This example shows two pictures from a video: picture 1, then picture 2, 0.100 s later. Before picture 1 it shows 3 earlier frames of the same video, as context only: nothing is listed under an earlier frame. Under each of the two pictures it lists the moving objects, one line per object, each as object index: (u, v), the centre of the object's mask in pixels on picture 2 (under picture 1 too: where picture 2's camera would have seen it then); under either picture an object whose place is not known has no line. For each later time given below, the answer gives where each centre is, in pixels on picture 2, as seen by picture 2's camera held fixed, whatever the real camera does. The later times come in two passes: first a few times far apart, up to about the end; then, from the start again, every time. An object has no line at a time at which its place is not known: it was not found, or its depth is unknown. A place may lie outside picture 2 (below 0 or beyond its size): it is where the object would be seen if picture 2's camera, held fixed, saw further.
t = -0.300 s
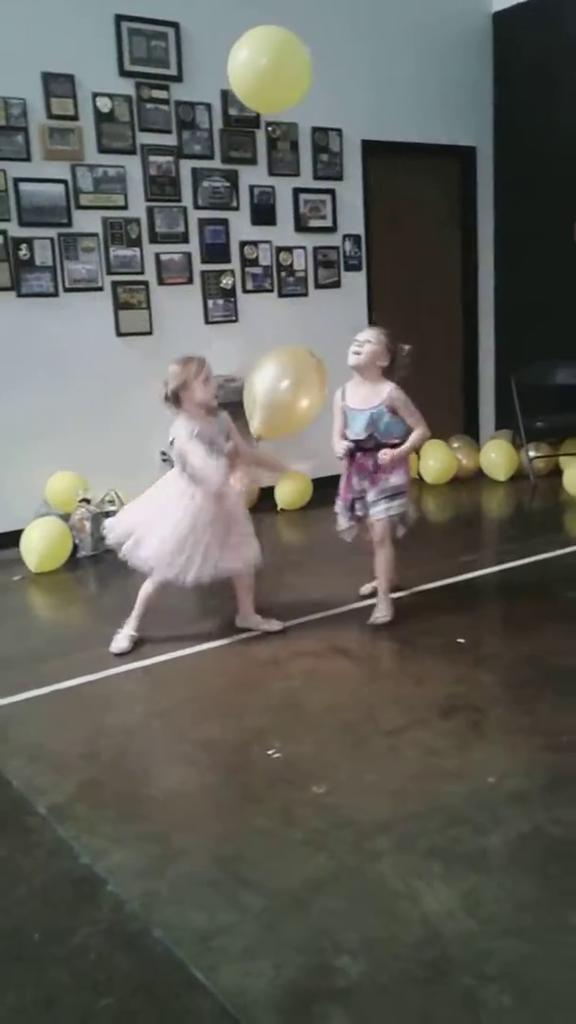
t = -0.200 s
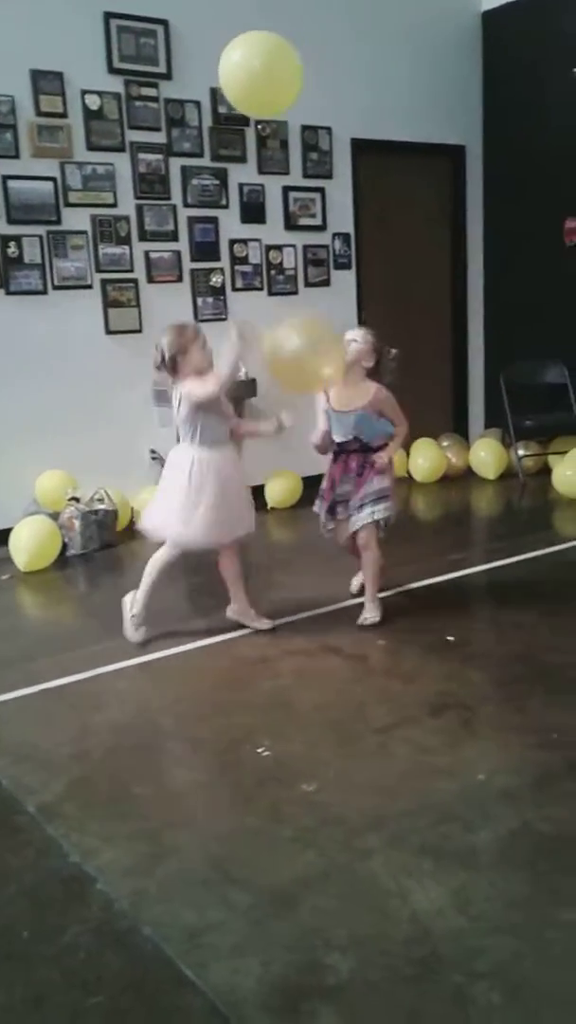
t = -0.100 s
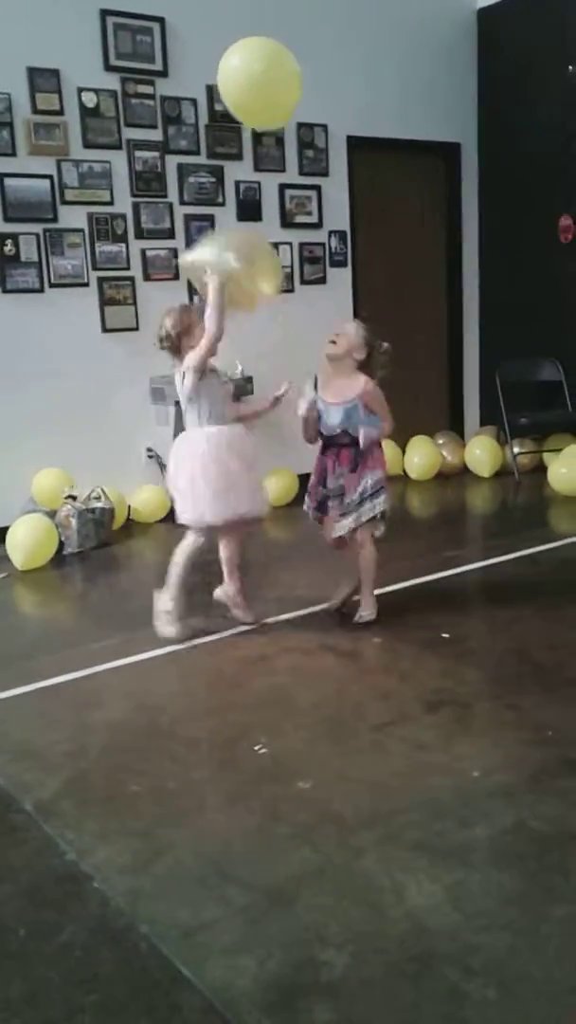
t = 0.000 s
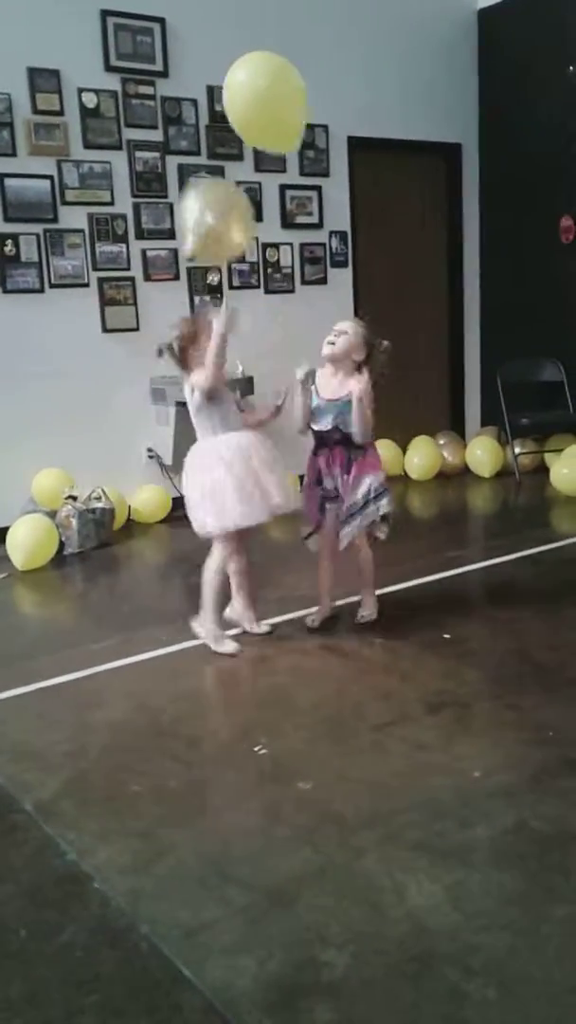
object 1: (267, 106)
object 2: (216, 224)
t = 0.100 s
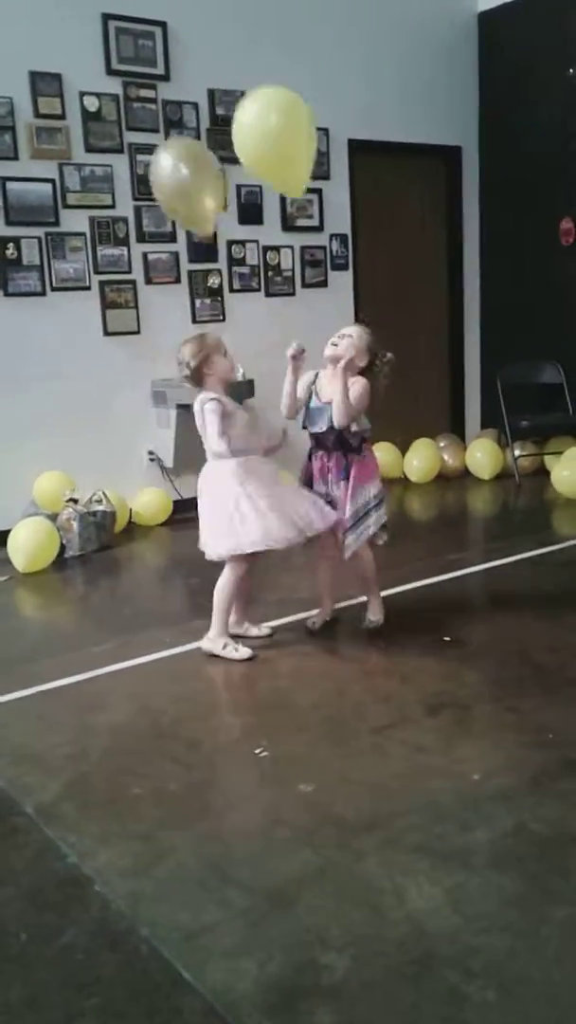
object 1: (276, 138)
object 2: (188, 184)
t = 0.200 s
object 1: (283, 170)
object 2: (168, 164)
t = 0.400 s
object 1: (302, 237)
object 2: (136, 152)
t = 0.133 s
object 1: (278, 148)
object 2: (182, 176)
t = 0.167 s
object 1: (280, 159)
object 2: (175, 169)
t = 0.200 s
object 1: (283, 170)
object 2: (168, 164)
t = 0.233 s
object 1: (285, 180)
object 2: (161, 158)
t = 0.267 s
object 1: (288, 190)
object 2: (156, 155)
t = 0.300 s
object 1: (291, 200)
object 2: (151, 153)
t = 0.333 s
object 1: (295, 212)
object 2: (146, 152)
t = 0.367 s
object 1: (299, 225)
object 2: (141, 152)
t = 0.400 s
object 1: (302, 237)
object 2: (136, 152)
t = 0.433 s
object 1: (305, 249)
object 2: (132, 153)
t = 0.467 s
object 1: (309, 260)
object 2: (128, 155)
